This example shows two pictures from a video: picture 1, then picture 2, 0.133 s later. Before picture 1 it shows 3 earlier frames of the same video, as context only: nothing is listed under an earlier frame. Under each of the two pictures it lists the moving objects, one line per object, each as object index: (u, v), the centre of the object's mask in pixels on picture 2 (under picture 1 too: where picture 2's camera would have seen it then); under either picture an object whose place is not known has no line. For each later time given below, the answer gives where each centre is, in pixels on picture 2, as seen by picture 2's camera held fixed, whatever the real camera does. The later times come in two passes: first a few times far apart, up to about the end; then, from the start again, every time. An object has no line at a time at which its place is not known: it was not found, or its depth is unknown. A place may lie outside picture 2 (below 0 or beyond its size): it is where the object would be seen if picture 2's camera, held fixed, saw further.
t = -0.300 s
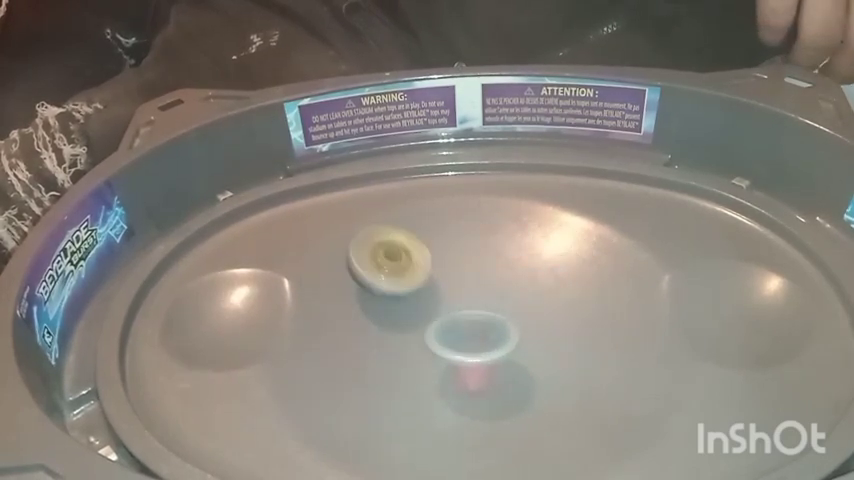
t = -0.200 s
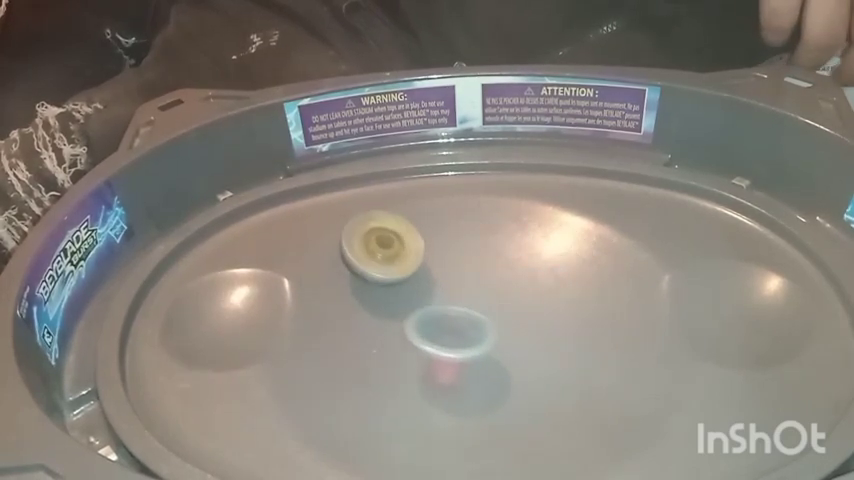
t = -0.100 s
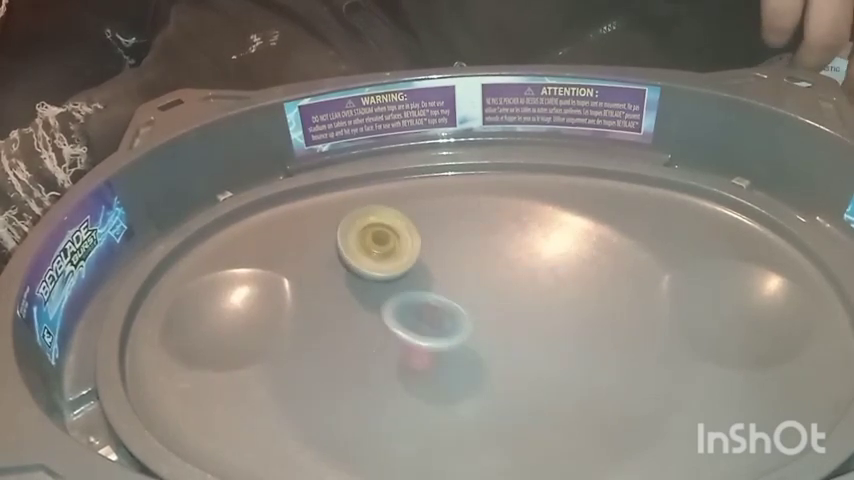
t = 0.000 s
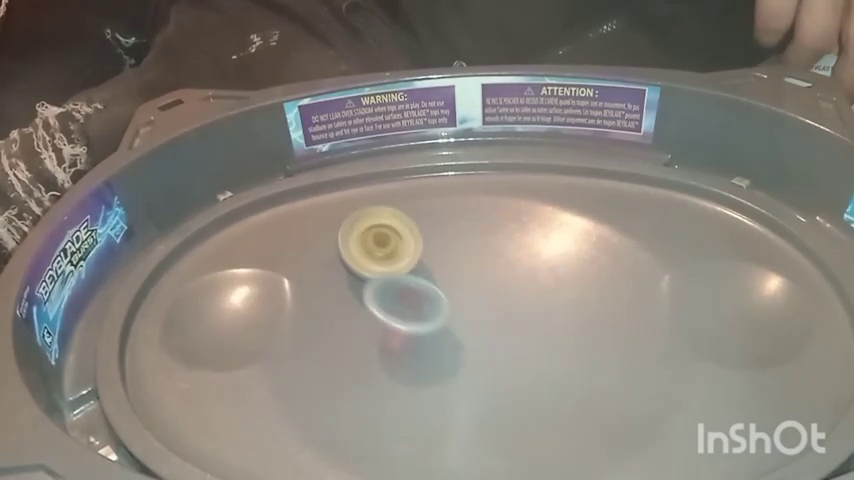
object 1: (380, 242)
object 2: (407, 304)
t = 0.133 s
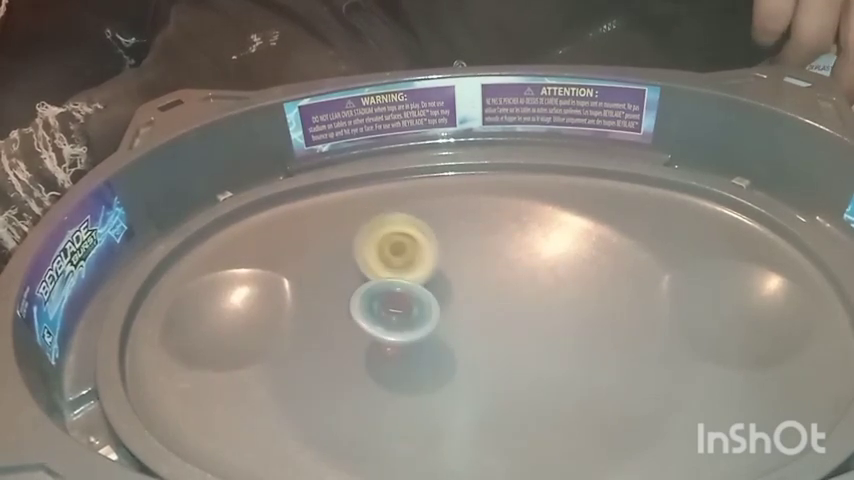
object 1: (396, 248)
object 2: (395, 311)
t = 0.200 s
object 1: (415, 255)
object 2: (396, 310)
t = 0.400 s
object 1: (505, 290)
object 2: (414, 301)
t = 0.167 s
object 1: (406, 251)
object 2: (395, 311)
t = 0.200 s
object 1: (415, 255)
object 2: (396, 310)
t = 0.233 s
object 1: (427, 259)
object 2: (399, 309)
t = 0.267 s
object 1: (441, 266)
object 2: (401, 308)
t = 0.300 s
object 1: (456, 273)
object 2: (404, 306)
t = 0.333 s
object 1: (473, 283)
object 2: (407, 305)
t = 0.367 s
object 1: (489, 287)
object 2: (409, 303)
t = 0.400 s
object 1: (505, 290)
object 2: (414, 301)
